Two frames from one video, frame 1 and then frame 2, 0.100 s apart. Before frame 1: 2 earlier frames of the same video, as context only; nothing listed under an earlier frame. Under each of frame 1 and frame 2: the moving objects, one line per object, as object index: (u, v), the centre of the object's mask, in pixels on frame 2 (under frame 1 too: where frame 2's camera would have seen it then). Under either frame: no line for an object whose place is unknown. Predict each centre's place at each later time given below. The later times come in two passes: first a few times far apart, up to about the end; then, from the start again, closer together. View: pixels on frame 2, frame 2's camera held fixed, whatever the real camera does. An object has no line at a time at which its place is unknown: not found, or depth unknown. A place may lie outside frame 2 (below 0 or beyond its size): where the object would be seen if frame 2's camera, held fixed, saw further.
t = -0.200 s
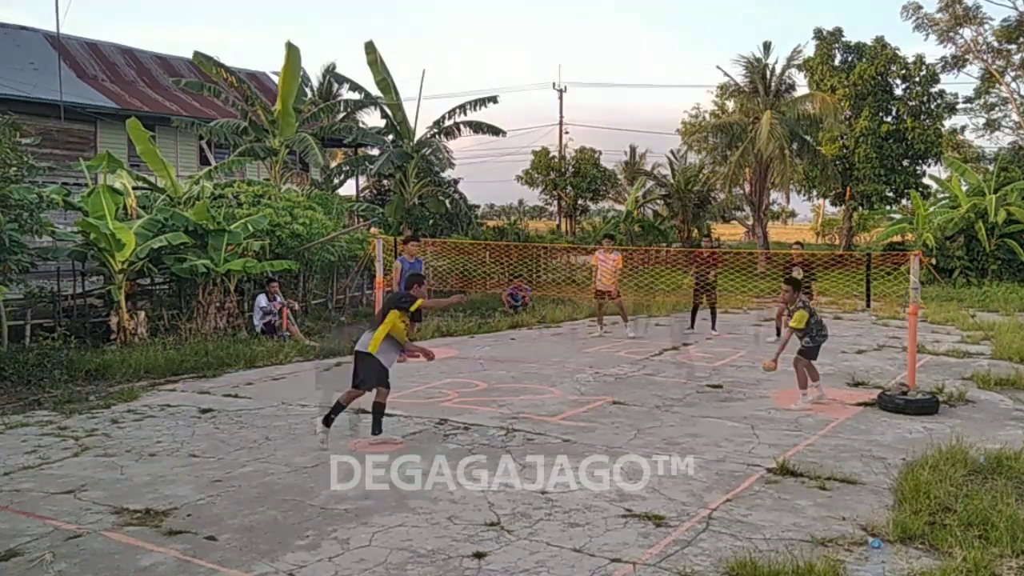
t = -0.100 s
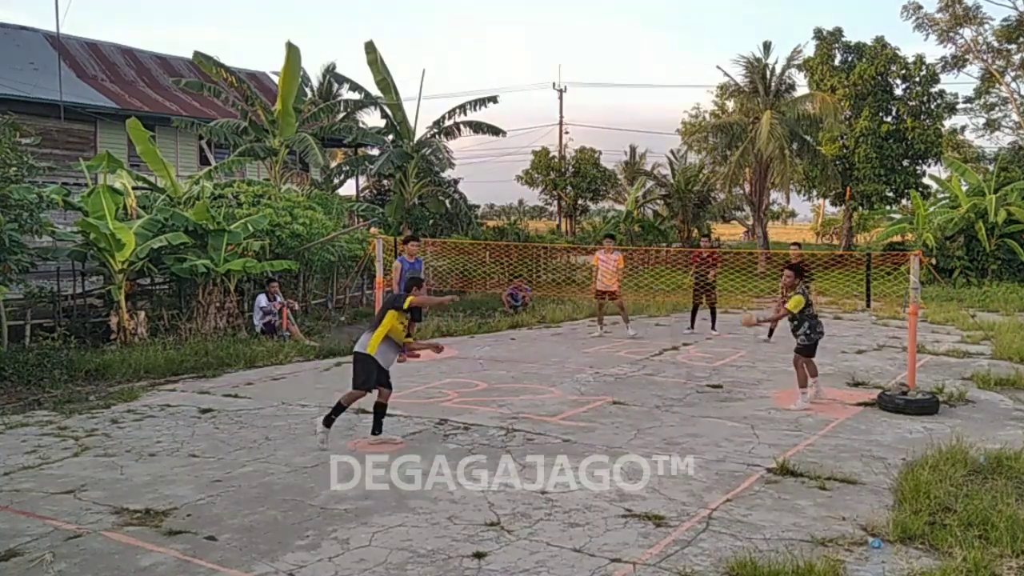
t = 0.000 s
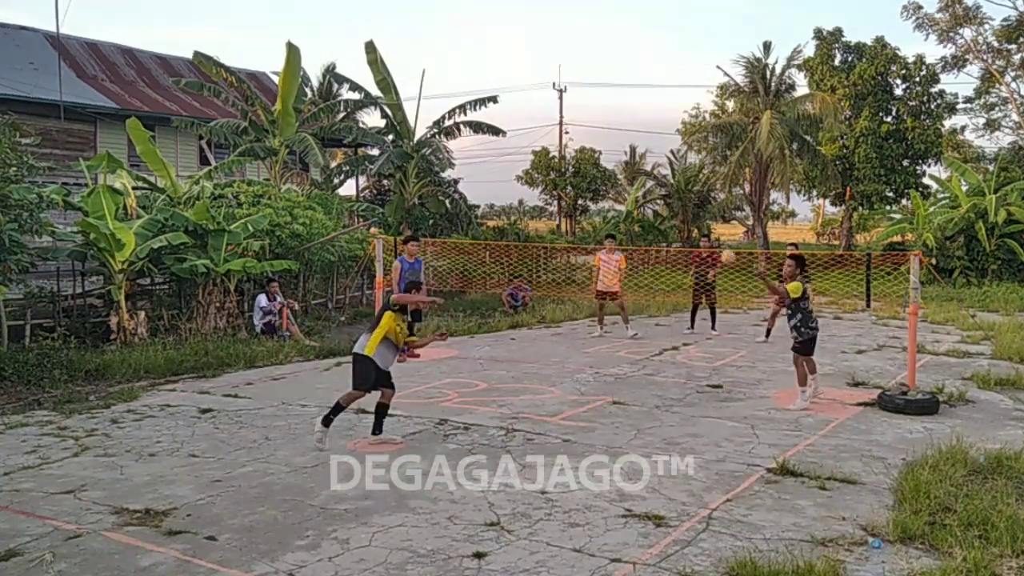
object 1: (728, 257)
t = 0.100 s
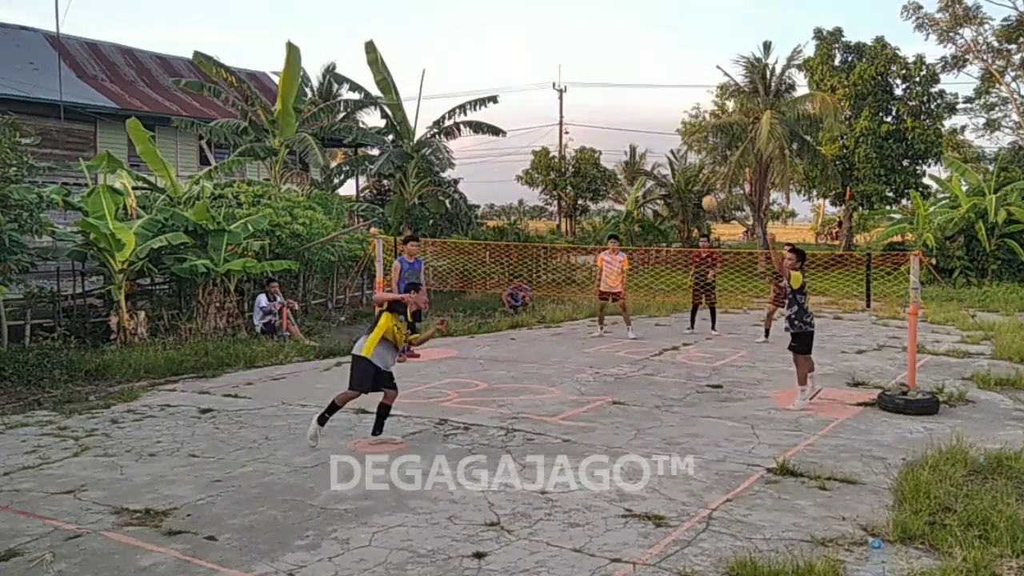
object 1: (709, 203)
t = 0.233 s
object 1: (682, 144)
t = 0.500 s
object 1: (623, 76)
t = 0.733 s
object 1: (564, 83)
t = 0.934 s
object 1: (509, 145)
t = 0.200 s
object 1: (688, 158)
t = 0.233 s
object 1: (682, 144)
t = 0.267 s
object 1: (674, 131)
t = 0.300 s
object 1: (668, 120)
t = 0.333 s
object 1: (661, 110)
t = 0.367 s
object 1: (654, 101)
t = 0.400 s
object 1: (646, 92)
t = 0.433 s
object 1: (638, 86)
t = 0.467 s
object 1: (631, 80)
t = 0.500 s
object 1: (623, 76)
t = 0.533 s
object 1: (615, 73)
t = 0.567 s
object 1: (607, 71)
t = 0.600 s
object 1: (598, 71)
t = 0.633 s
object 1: (590, 72)
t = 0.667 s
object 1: (581, 74)
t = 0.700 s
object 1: (573, 78)
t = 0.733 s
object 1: (564, 83)
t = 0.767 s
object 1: (556, 90)
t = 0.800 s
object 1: (546, 98)
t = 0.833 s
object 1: (537, 107)
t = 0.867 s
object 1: (528, 118)
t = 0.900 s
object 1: (519, 131)
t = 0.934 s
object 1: (509, 145)
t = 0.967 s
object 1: (500, 161)
